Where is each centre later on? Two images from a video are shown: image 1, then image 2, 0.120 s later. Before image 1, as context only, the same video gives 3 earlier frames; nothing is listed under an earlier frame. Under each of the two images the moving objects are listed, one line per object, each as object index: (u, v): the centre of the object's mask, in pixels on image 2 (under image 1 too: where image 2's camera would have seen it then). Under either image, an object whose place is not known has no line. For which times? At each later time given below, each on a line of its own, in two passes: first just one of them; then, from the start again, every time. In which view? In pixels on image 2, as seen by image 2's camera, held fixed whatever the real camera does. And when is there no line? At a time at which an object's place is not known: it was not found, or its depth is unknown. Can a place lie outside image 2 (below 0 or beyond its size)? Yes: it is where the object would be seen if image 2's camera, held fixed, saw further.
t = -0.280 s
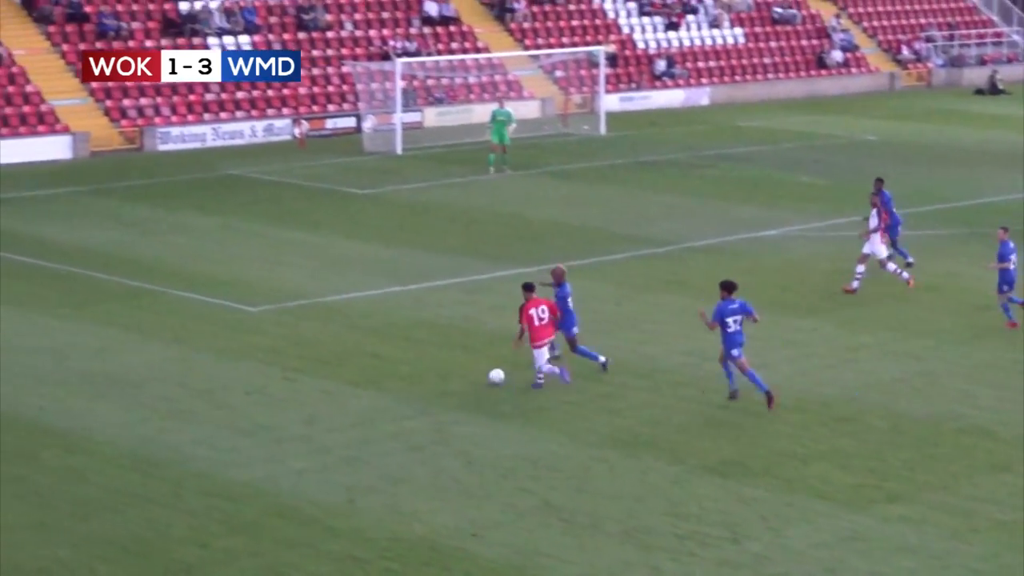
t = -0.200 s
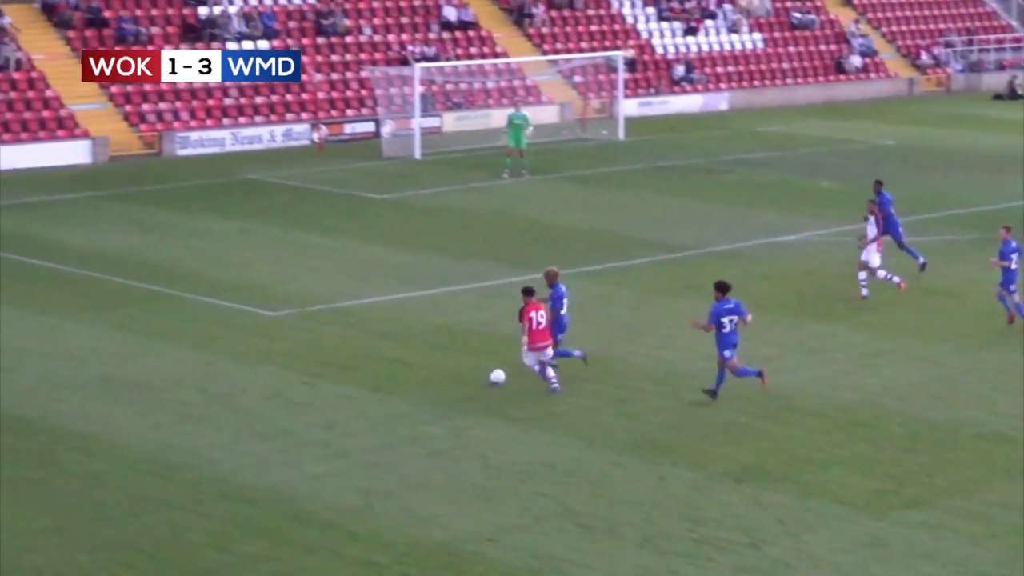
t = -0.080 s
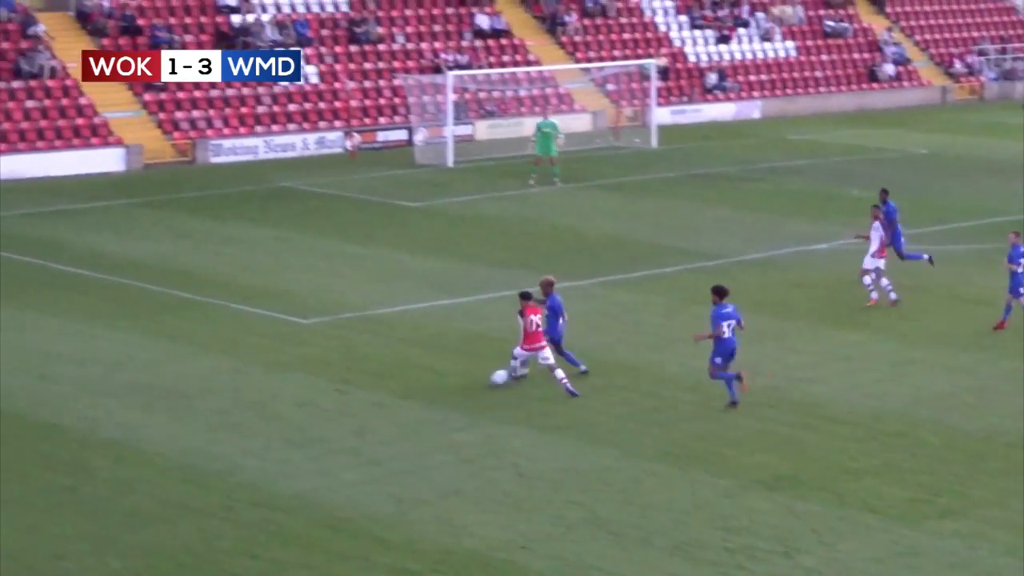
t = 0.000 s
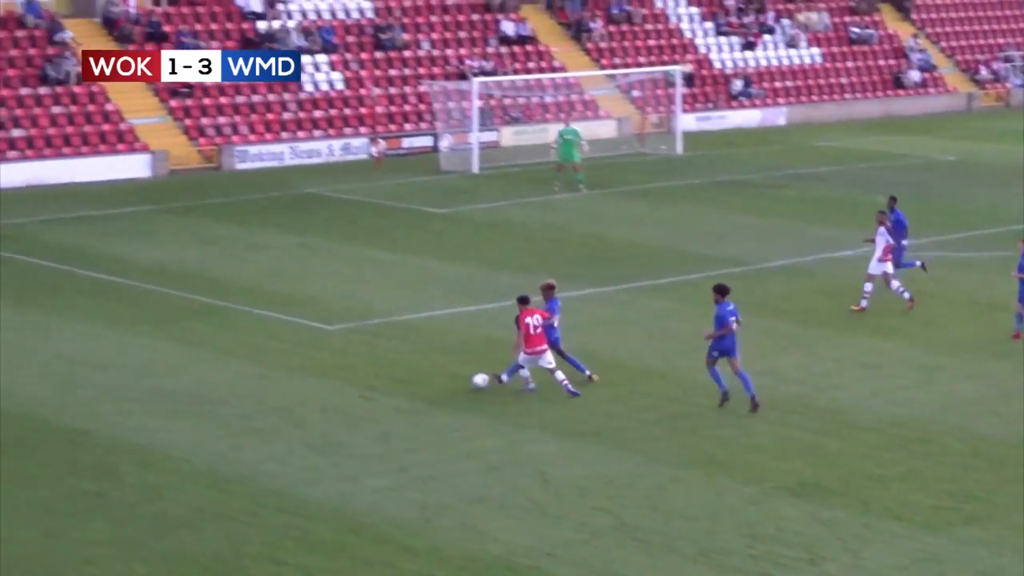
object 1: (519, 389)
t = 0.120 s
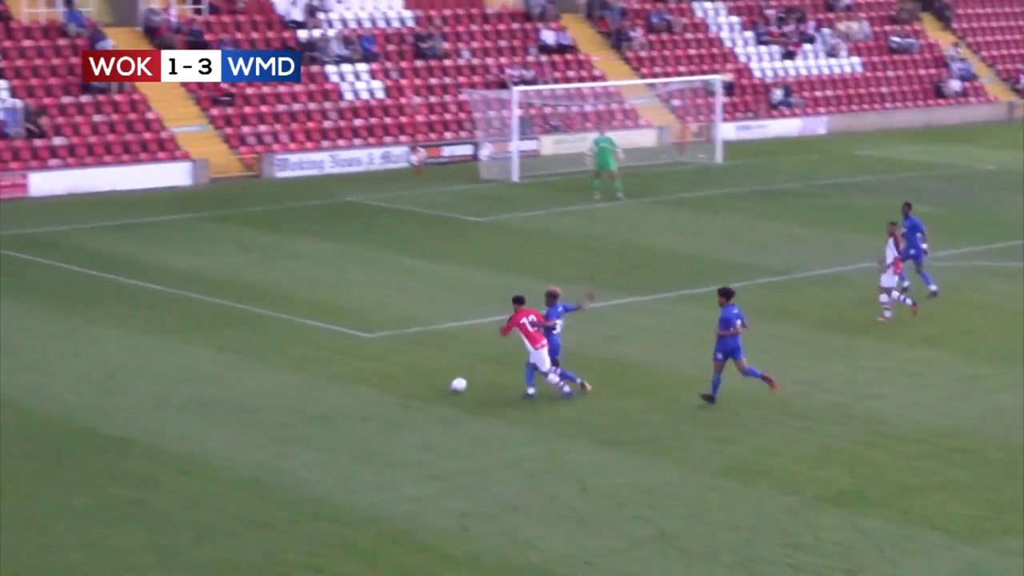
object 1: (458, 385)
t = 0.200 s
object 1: (421, 385)
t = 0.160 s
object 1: (438, 386)
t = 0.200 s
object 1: (421, 385)
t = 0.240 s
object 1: (405, 382)
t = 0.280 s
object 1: (389, 380)
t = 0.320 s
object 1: (374, 379)
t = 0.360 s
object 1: (358, 379)
